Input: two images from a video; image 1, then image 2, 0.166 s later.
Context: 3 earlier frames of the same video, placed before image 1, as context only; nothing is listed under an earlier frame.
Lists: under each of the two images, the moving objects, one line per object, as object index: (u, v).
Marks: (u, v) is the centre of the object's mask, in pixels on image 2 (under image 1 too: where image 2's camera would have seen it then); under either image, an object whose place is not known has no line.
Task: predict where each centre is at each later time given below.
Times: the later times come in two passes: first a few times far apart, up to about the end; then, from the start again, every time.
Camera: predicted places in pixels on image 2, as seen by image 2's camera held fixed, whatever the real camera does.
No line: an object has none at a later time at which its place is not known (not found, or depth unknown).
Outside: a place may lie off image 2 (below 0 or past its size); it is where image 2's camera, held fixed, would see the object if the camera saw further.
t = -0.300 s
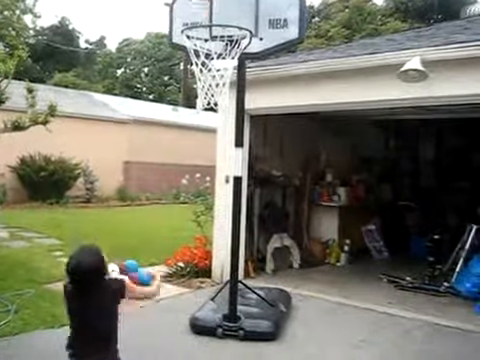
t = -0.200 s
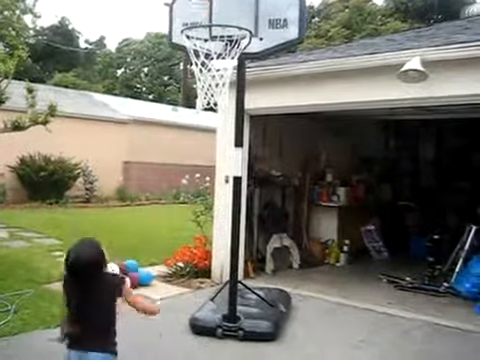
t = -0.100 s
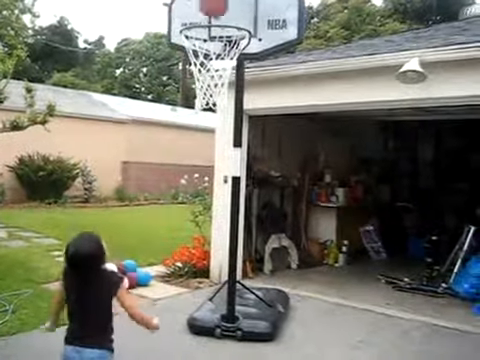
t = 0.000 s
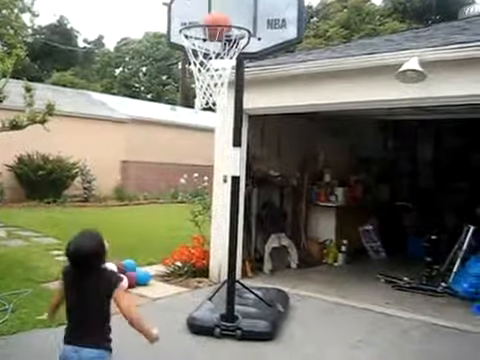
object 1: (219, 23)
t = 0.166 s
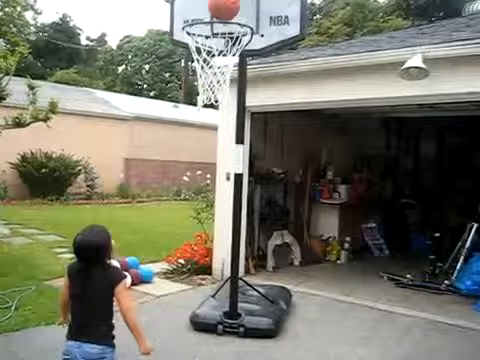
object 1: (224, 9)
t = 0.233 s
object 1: (226, 9)
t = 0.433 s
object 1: (234, 12)
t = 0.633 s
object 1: (241, 83)
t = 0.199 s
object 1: (224, 9)
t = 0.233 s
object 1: (226, 9)
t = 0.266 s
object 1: (227, 8)
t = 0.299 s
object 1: (228, 7)
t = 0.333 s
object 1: (229, 8)
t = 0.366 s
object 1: (231, 8)
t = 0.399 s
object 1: (233, 10)
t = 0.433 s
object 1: (234, 12)
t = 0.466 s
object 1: (237, 17)
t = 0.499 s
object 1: (238, 25)
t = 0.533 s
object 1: (238, 37)
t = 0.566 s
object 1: (239, 50)
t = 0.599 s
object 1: (240, 66)
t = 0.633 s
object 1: (241, 83)
